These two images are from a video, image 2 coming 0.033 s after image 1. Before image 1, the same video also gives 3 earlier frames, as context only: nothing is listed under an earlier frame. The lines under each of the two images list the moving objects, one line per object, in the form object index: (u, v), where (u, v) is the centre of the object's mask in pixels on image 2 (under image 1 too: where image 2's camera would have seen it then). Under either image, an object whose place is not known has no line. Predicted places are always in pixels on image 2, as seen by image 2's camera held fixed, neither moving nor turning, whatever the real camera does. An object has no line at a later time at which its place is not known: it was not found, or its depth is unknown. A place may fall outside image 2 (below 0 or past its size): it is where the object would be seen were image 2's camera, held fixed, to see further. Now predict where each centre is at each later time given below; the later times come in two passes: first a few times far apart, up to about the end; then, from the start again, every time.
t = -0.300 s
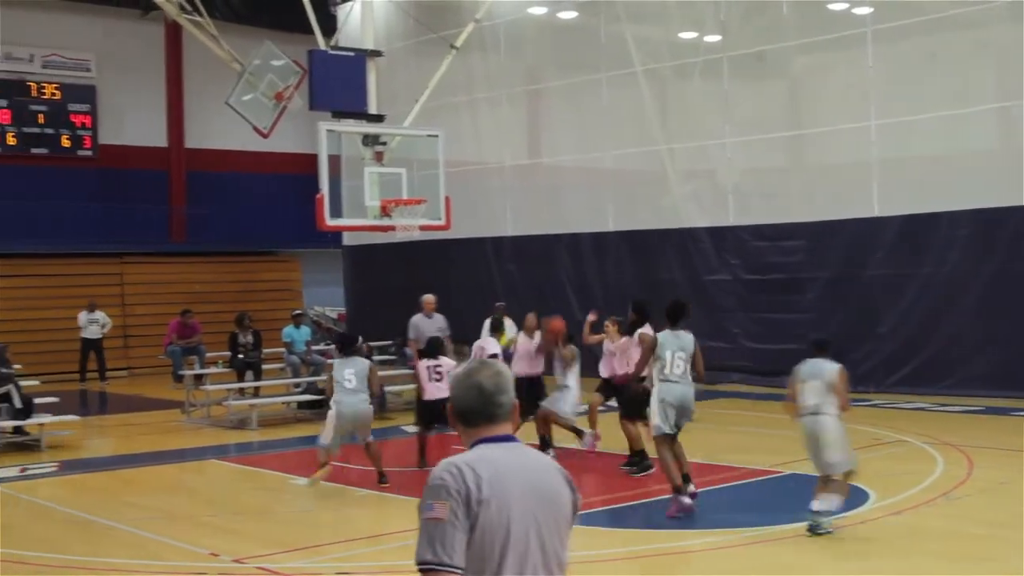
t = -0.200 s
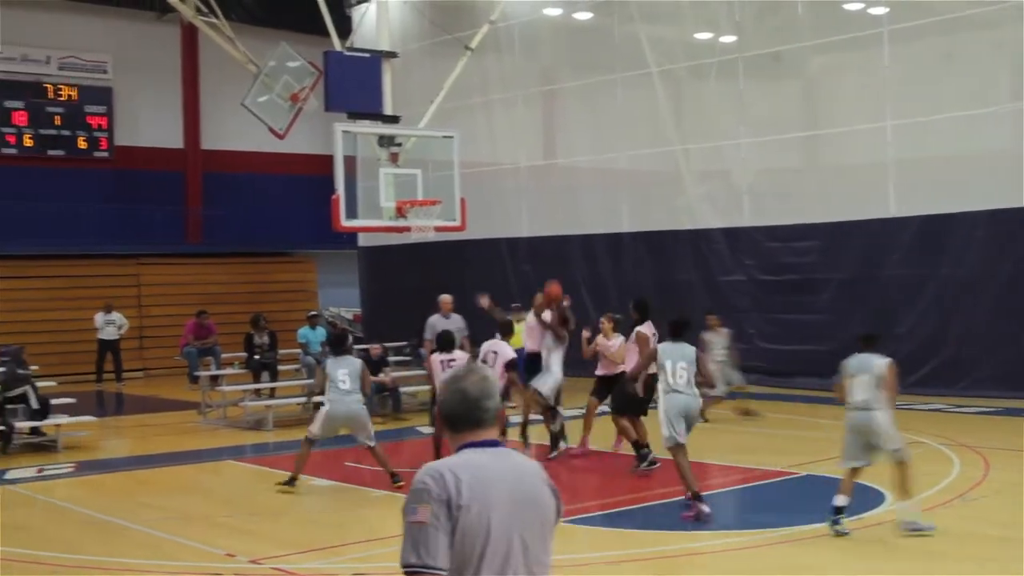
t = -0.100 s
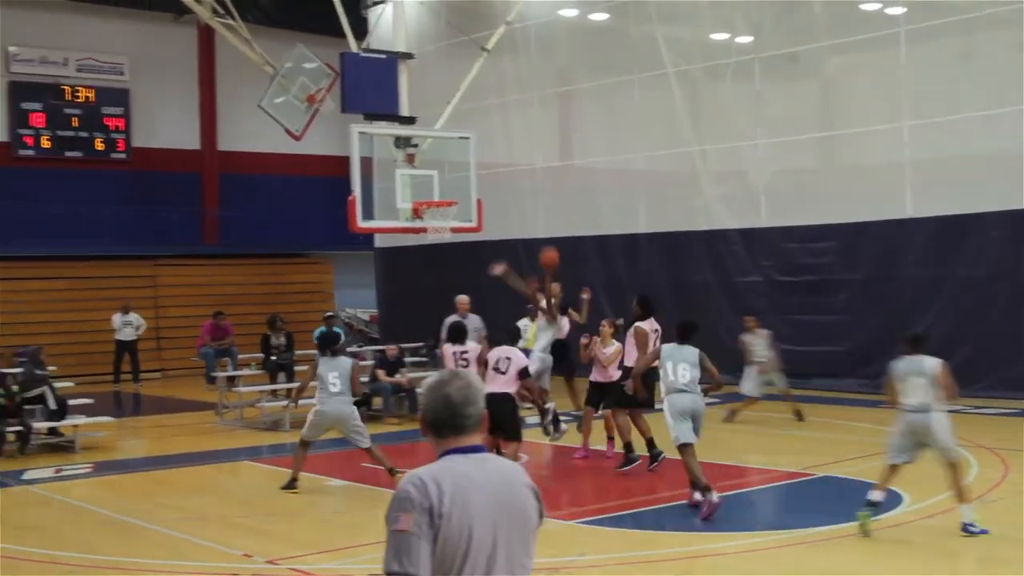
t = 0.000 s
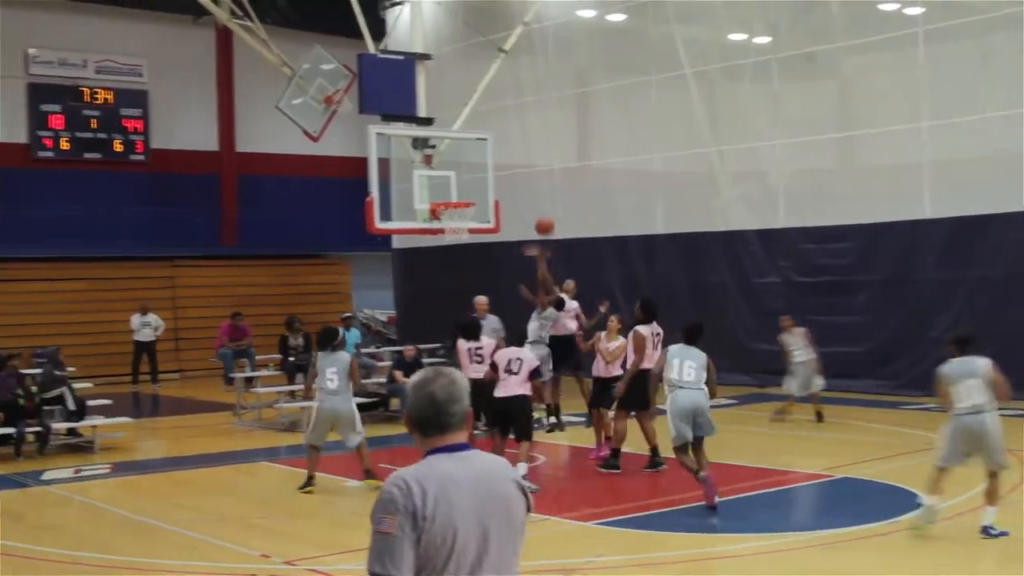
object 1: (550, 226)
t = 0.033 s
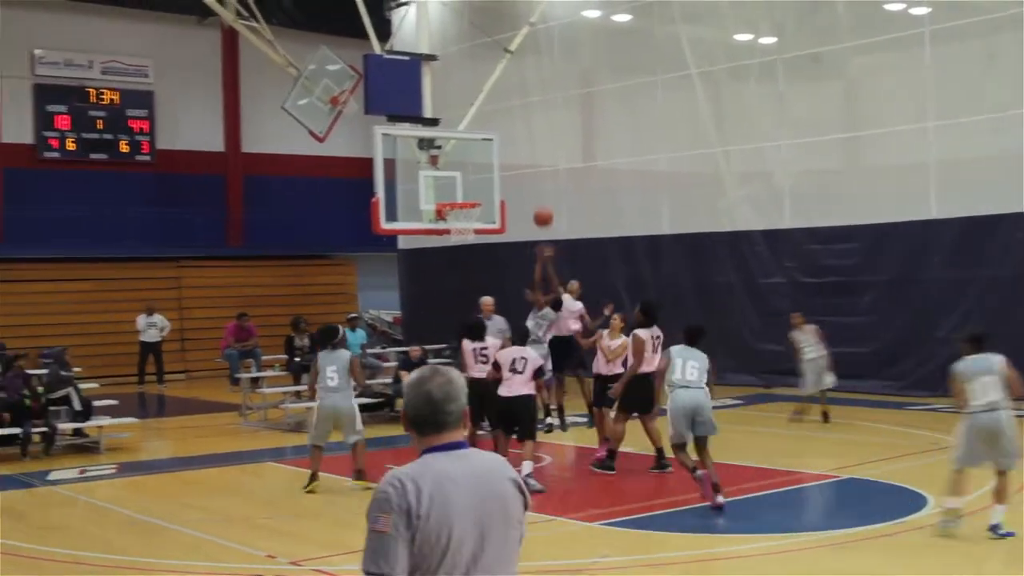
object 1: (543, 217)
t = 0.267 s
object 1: (495, 179)
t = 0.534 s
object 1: (444, 192)
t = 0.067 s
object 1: (536, 209)
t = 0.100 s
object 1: (529, 202)
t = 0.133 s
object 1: (522, 195)
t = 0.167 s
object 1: (515, 190)
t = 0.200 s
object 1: (509, 185)
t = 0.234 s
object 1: (502, 182)
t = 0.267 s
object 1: (495, 179)
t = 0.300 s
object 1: (489, 177)
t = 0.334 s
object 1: (482, 176)
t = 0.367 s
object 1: (476, 177)
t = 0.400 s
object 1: (470, 179)
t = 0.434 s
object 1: (463, 180)
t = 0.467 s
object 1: (456, 184)
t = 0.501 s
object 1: (450, 187)
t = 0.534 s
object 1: (444, 192)
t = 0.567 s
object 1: (439, 196)
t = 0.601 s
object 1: (433, 198)
